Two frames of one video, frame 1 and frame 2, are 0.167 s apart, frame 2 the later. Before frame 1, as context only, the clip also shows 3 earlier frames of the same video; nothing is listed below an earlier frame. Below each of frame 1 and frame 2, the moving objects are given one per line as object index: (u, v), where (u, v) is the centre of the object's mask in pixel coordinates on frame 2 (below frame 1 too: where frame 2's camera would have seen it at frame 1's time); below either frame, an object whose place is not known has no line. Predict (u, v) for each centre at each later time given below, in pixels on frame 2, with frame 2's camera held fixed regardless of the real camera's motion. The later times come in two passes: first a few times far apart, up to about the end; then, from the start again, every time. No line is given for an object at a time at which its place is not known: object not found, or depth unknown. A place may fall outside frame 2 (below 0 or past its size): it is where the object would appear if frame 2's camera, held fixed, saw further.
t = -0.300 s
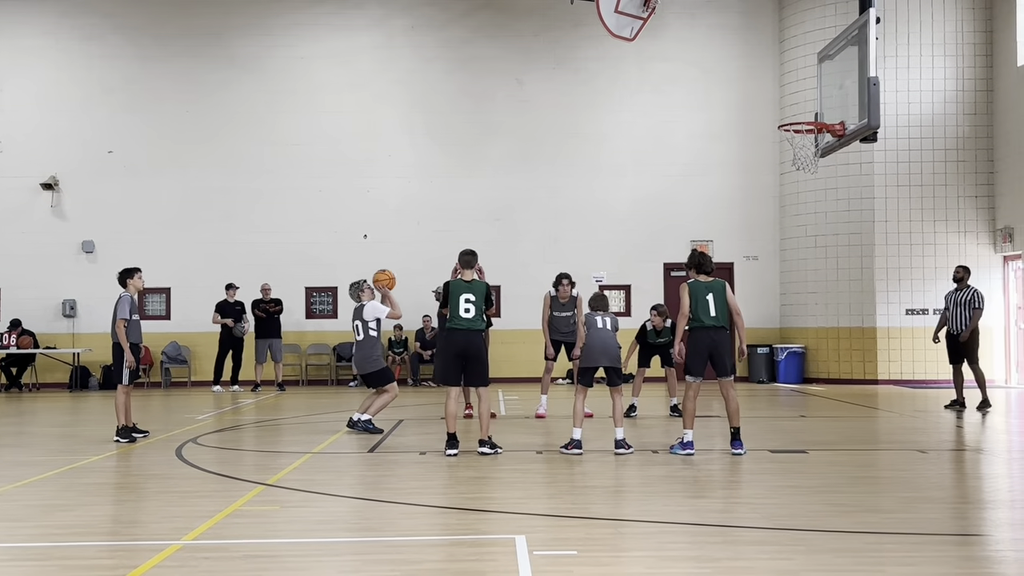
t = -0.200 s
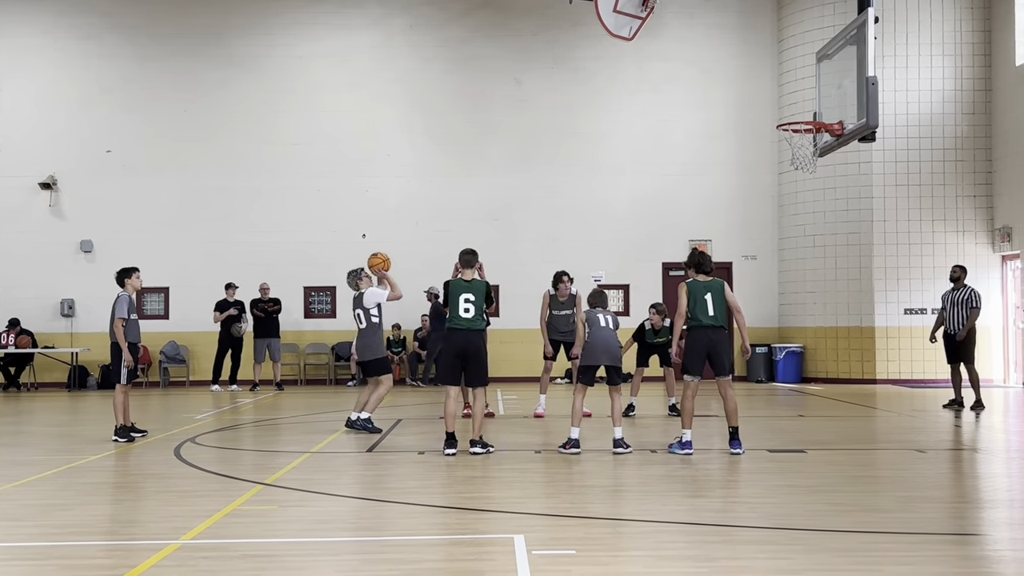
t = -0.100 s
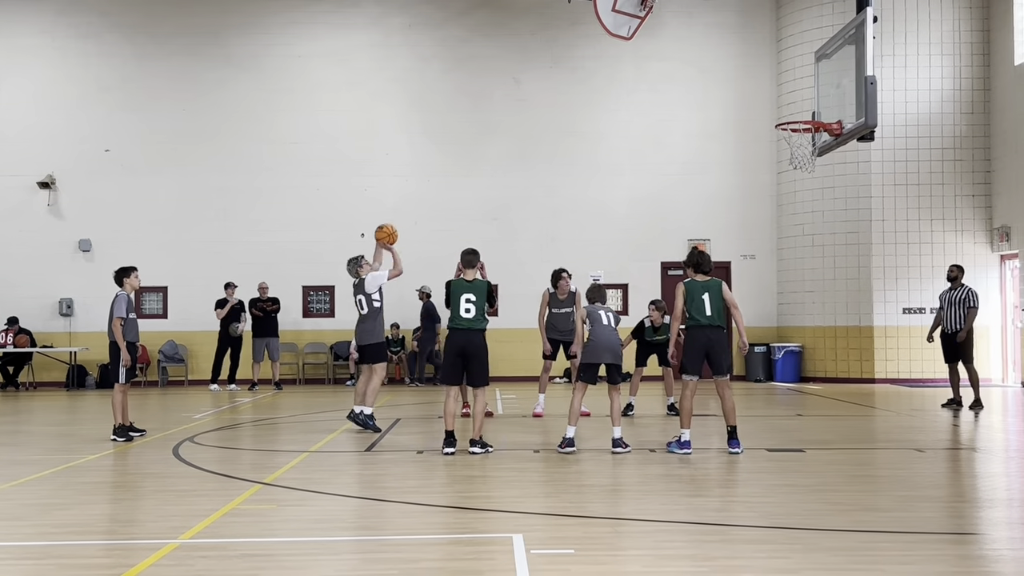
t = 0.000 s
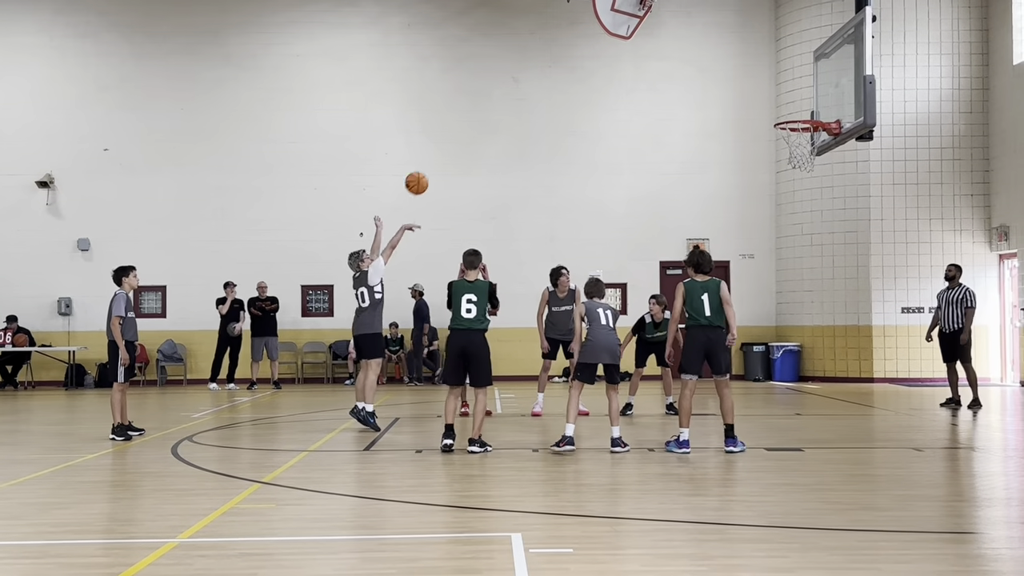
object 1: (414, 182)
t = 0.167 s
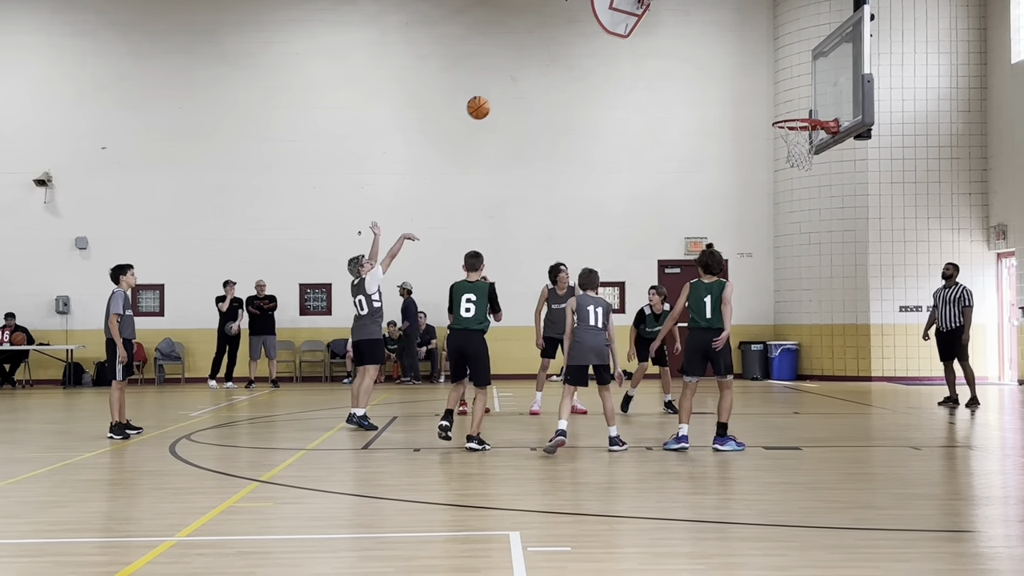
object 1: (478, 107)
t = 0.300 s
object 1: (529, 67)
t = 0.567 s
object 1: (630, 37)
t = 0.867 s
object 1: (746, 82)
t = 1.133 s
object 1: (819, 150)
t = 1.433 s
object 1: (807, 217)
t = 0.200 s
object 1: (491, 96)
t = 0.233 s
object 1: (503, 85)
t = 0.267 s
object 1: (516, 76)
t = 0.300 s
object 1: (529, 67)
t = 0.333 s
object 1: (541, 60)
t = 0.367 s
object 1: (554, 53)
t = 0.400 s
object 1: (567, 48)
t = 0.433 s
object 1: (579, 44)
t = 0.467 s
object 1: (592, 40)
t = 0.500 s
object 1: (605, 38)
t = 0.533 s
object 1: (618, 37)
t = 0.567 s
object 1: (630, 37)
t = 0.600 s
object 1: (643, 37)
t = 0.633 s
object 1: (656, 39)
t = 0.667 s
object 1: (669, 42)
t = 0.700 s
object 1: (681, 46)
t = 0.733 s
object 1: (694, 51)
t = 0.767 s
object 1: (707, 58)
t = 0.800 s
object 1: (720, 65)
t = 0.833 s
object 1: (733, 73)
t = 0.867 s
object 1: (746, 82)
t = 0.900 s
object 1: (759, 93)
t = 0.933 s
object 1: (772, 105)
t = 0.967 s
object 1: (784, 115)
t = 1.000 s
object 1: (796, 125)
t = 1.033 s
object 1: (808, 135)
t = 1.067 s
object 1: (817, 140)
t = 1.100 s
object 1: (821, 140)
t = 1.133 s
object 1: (819, 150)
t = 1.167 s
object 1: (819, 151)
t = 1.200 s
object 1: (818, 153)
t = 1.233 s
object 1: (816, 159)
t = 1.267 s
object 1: (815, 166)
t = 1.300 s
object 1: (813, 174)
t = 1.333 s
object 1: (811, 183)
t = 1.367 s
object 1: (810, 193)
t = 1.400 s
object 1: (808, 205)
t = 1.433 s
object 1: (807, 217)
